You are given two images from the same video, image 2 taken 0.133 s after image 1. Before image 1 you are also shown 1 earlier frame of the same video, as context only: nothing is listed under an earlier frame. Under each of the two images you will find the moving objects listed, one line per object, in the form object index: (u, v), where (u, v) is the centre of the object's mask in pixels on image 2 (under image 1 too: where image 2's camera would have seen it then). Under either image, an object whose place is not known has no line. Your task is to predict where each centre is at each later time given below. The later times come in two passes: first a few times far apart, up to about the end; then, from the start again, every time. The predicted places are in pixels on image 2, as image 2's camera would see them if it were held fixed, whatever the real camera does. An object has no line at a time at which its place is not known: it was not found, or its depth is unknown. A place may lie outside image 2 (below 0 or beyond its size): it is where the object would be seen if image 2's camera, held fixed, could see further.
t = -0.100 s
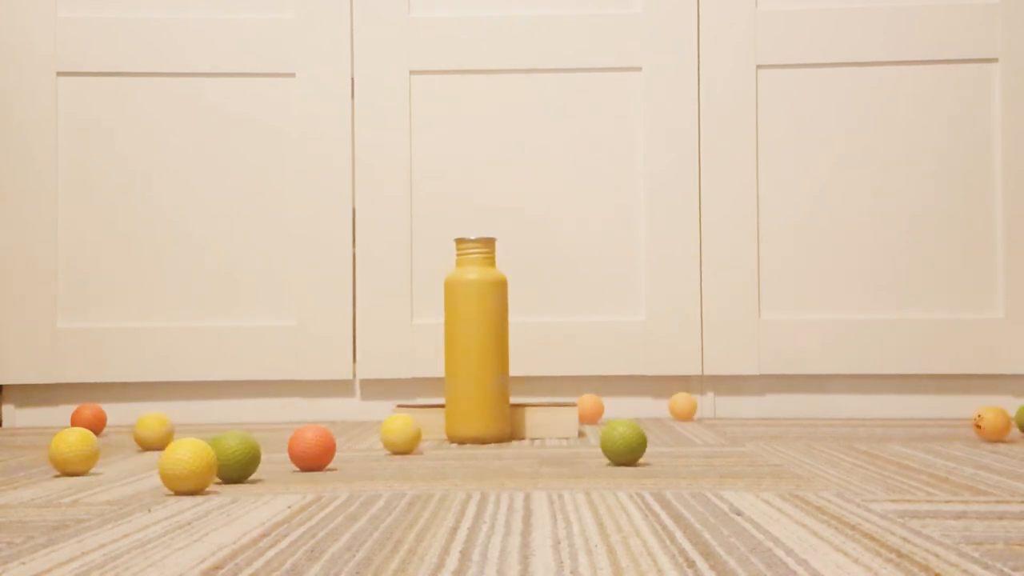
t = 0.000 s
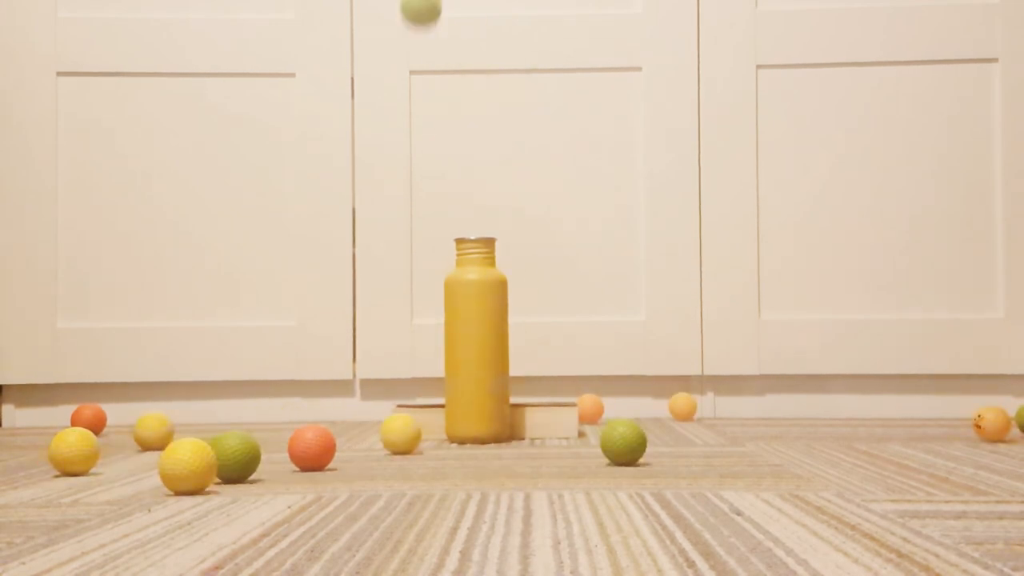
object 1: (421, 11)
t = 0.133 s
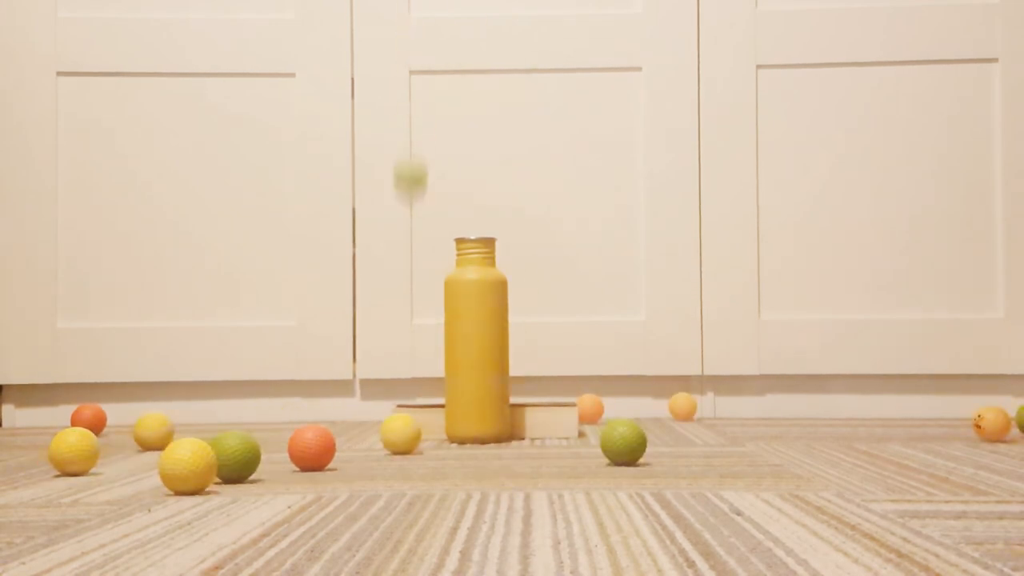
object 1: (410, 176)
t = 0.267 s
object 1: (401, 394)
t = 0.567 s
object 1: (284, 235)
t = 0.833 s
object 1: (149, 334)
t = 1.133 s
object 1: (17, 382)
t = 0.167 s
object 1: (409, 231)
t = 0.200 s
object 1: (407, 296)
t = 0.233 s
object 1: (405, 354)
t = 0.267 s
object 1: (401, 394)
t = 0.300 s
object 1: (394, 352)
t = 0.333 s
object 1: (386, 318)
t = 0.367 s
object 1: (372, 281)
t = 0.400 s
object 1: (359, 255)
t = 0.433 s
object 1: (345, 235)
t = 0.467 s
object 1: (329, 223)
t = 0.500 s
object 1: (315, 219)
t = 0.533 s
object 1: (300, 222)
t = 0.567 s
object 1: (284, 235)
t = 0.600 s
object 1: (266, 256)
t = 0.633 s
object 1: (249, 289)
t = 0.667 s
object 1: (230, 328)
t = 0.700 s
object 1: (209, 385)
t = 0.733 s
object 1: (187, 417)
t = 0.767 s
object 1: (175, 378)
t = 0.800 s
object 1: (161, 351)
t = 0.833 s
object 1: (149, 334)
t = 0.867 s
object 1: (137, 328)
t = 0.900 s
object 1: (124, 331)
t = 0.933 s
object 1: (112, 345)
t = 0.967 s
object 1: (99, 367)
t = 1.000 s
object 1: (86, 399)
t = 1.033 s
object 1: (67, 421)
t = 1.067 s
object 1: (52, 402)
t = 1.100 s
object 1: (34, 388)
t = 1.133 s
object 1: (17, 382)
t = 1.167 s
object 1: (8, 389)
